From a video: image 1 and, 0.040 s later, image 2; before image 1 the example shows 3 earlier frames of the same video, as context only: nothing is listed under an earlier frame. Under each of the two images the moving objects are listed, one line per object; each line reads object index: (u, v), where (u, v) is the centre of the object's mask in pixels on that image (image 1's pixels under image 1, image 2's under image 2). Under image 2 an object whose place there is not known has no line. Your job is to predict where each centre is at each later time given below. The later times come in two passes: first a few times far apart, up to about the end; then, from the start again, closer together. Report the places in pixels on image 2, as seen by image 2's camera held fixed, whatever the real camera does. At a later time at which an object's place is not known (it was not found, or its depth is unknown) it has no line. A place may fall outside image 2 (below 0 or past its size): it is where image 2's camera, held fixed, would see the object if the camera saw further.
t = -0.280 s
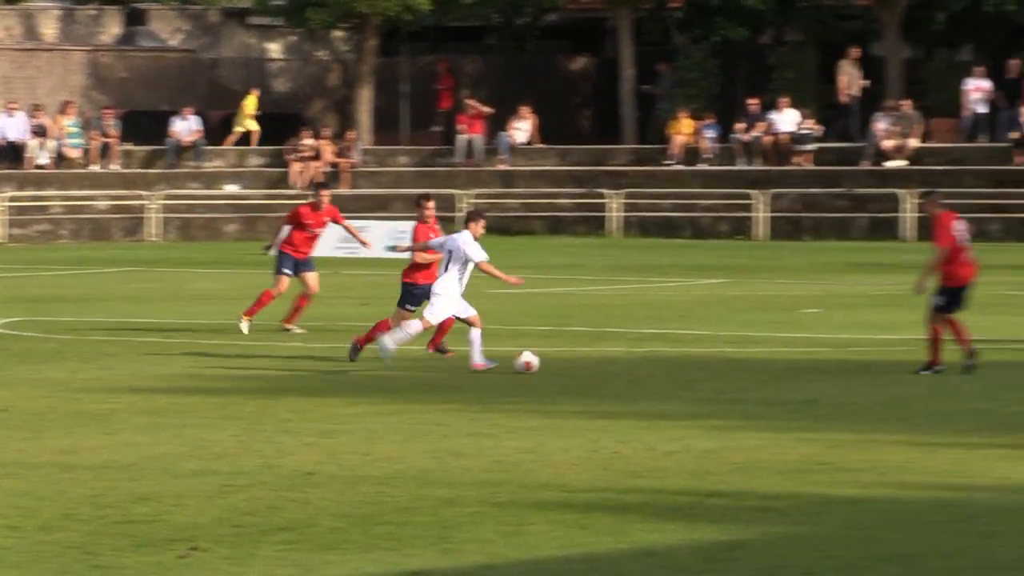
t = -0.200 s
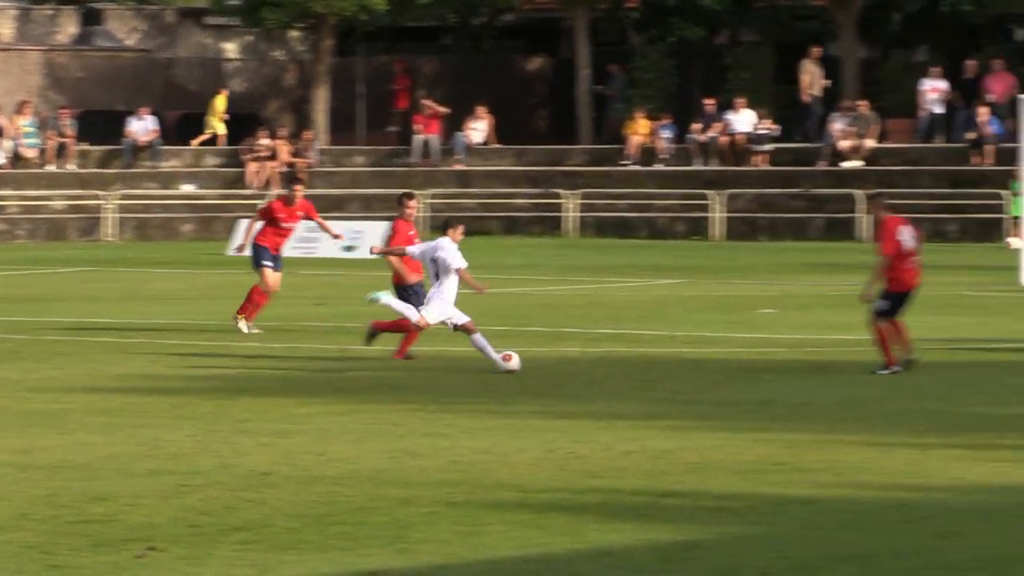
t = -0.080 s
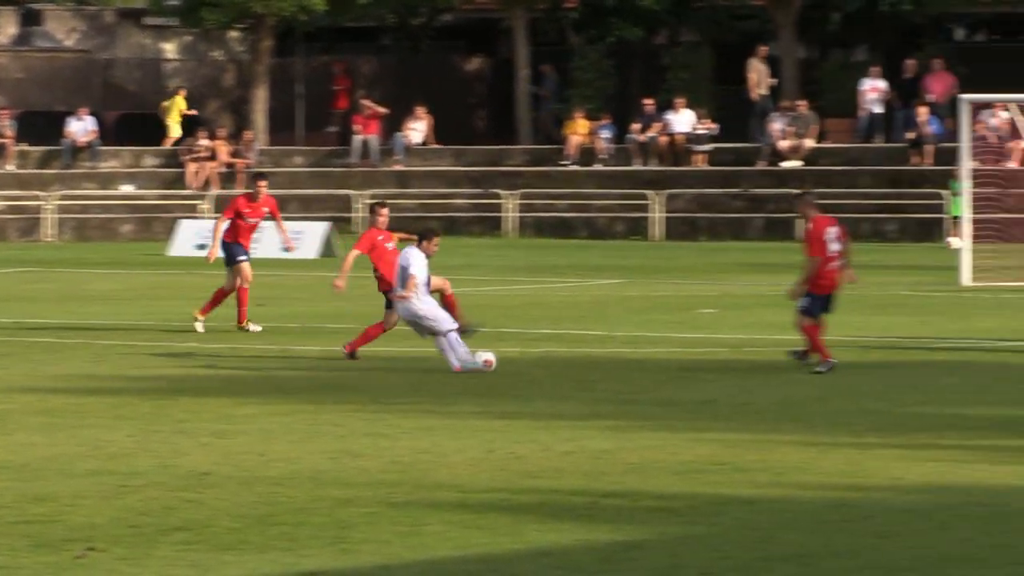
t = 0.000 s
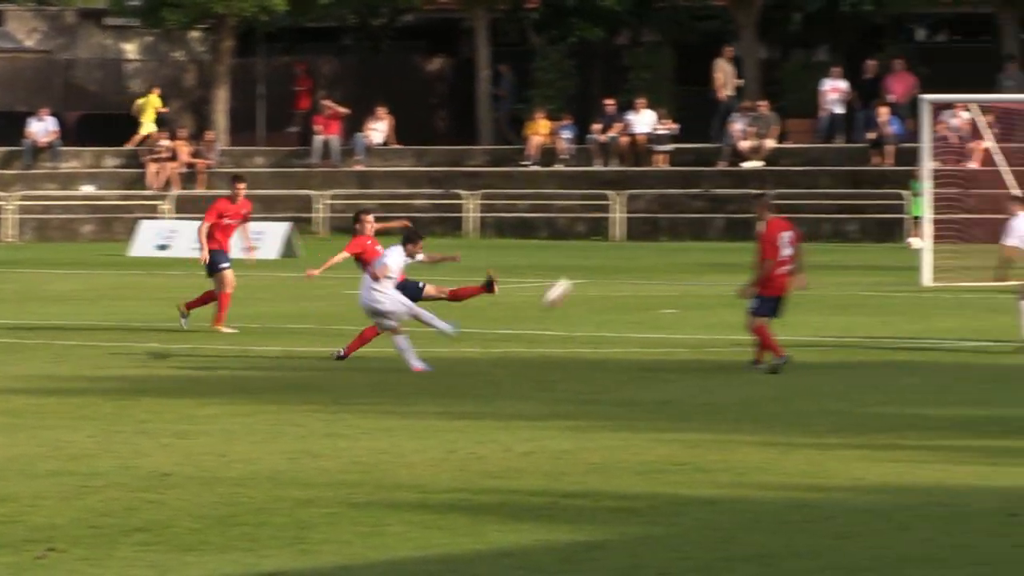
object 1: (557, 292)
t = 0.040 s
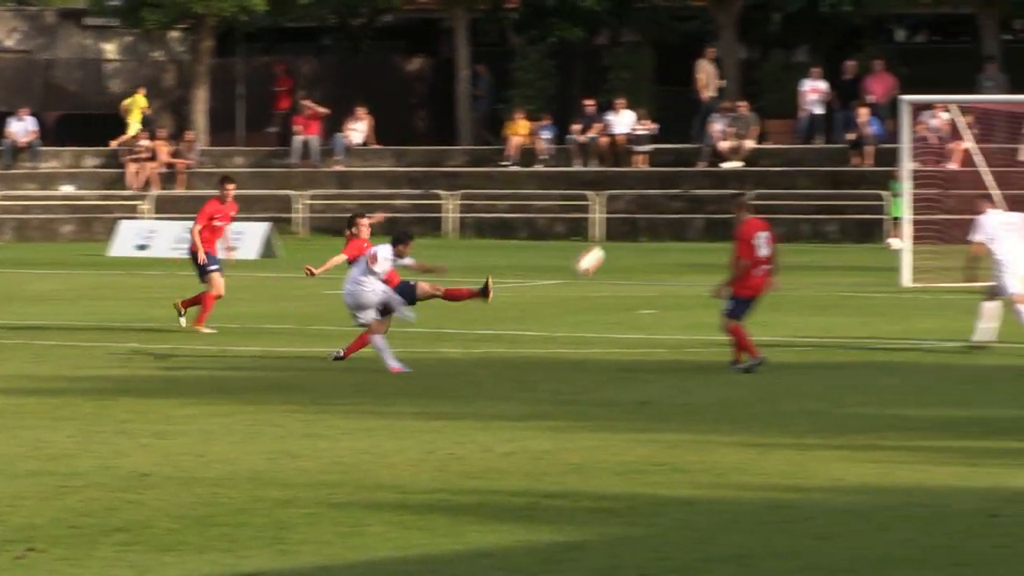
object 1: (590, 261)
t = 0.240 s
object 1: (813, 138)
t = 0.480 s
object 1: (1013, 74)
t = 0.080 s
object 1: (638, 230)
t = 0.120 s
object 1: (685, 203)
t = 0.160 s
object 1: (728, 178)
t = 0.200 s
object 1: (772, 158)
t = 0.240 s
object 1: (813, 138)
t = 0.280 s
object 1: (850, 123)
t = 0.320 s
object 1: (887, 108)
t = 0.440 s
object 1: (983, 80)
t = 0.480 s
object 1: (1013, 74)
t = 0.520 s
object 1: (1038, 70)
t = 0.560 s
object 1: (1064, 66)
